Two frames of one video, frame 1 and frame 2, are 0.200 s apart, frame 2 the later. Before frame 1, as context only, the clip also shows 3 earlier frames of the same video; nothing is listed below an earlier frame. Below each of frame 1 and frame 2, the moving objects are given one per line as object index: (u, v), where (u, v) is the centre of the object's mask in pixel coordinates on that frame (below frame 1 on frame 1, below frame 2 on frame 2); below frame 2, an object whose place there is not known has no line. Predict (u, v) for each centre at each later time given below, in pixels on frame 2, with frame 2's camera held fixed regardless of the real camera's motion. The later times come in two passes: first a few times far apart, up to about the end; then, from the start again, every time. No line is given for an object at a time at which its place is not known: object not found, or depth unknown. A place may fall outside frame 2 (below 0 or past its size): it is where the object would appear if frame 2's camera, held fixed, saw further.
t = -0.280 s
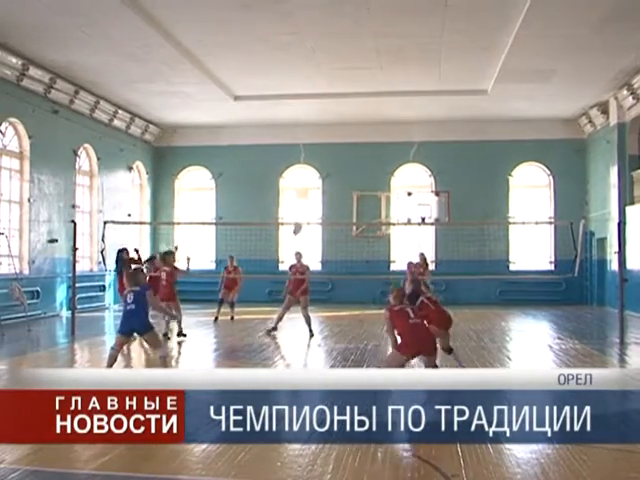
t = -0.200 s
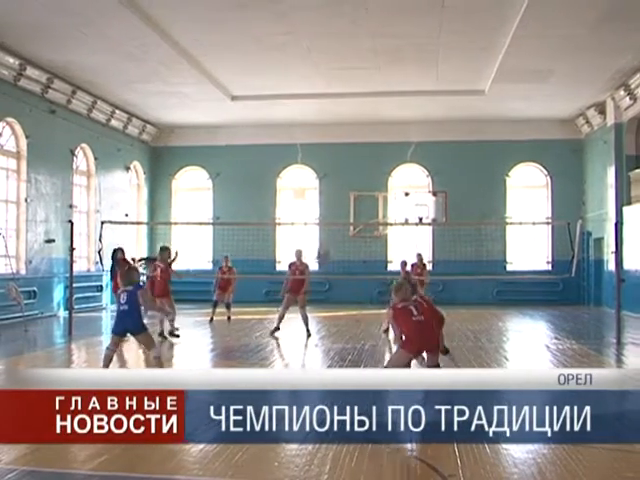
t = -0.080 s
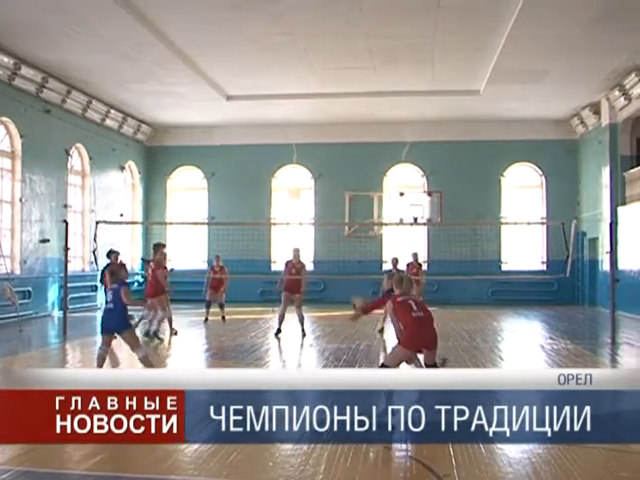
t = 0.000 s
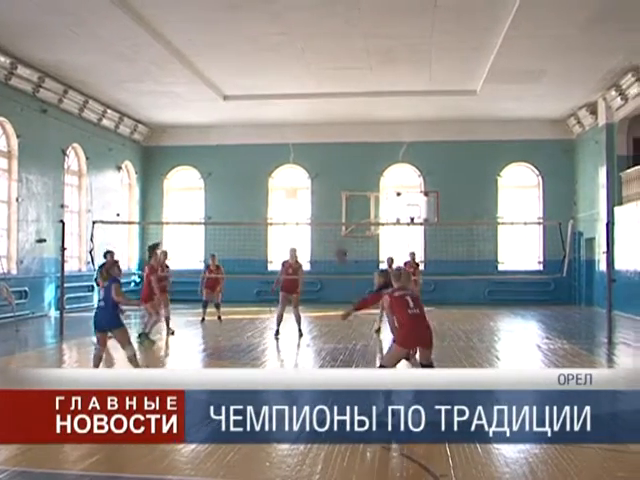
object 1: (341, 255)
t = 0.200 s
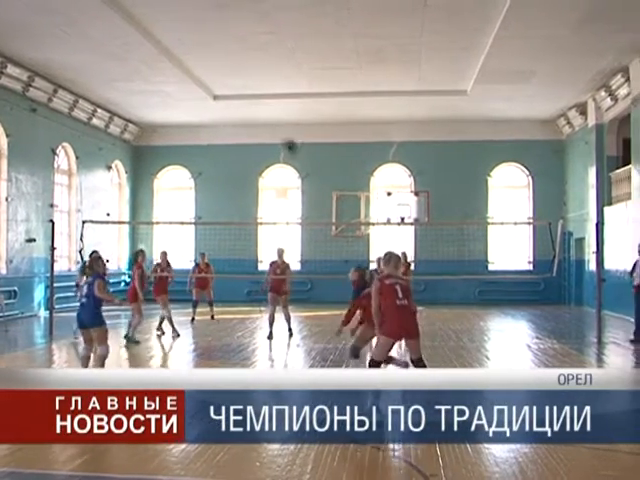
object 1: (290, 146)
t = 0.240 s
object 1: (280, 130)
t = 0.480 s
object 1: (235, 55)
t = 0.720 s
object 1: (194, 24)
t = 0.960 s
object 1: (153, 34)
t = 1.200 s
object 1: (111, 85)
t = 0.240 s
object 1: (280, 130)
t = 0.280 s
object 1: (272, 114)
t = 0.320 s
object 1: (264, 100)
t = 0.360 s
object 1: (257, 87)
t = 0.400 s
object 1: (250, 75)
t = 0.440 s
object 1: (243, 64)
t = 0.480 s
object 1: (235, 55)
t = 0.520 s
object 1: (228, 47)
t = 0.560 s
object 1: (221, 40)
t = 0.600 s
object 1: (215, 34)
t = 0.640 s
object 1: (208, 30)
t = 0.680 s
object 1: (201, 26)
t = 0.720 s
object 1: (194, 24)
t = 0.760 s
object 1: (187, 23)
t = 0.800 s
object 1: (180, 23)
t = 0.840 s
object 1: (174, 24)
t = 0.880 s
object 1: (167, 26)
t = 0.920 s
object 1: (160, 30)
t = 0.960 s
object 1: (153, 34)
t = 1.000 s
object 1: (146, 40)
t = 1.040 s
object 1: (140, 46)
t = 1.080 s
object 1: (132, 54)
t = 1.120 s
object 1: (125, 63)
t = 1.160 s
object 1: (118, 74)
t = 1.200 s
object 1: (111, 85)
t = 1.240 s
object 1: (105, 96)
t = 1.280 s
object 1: (98, 111)
